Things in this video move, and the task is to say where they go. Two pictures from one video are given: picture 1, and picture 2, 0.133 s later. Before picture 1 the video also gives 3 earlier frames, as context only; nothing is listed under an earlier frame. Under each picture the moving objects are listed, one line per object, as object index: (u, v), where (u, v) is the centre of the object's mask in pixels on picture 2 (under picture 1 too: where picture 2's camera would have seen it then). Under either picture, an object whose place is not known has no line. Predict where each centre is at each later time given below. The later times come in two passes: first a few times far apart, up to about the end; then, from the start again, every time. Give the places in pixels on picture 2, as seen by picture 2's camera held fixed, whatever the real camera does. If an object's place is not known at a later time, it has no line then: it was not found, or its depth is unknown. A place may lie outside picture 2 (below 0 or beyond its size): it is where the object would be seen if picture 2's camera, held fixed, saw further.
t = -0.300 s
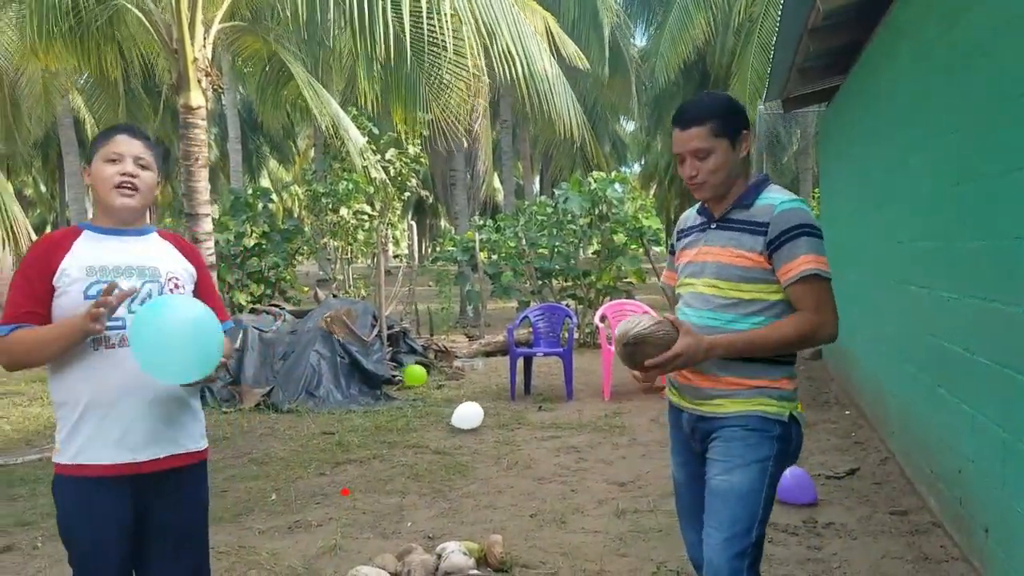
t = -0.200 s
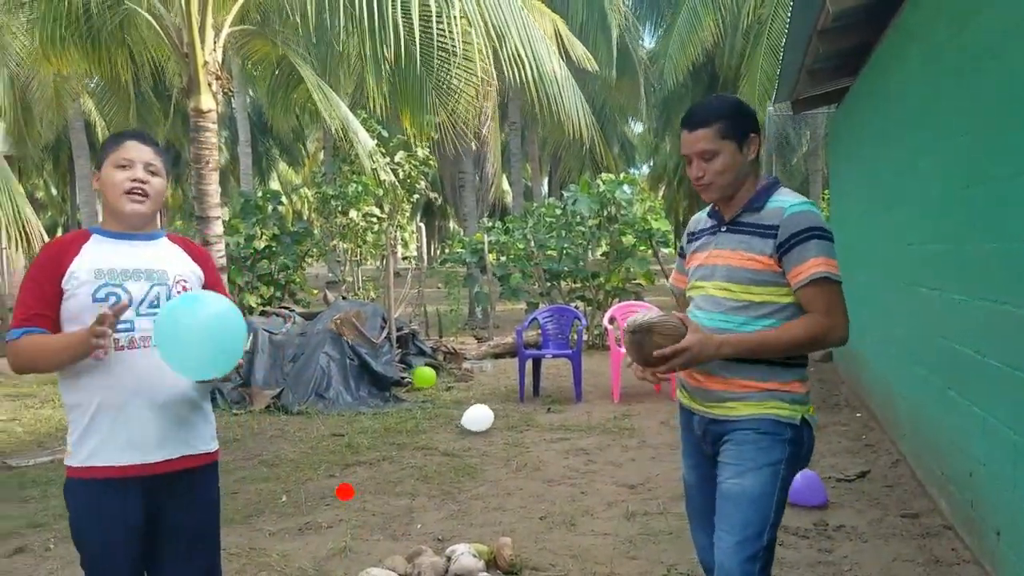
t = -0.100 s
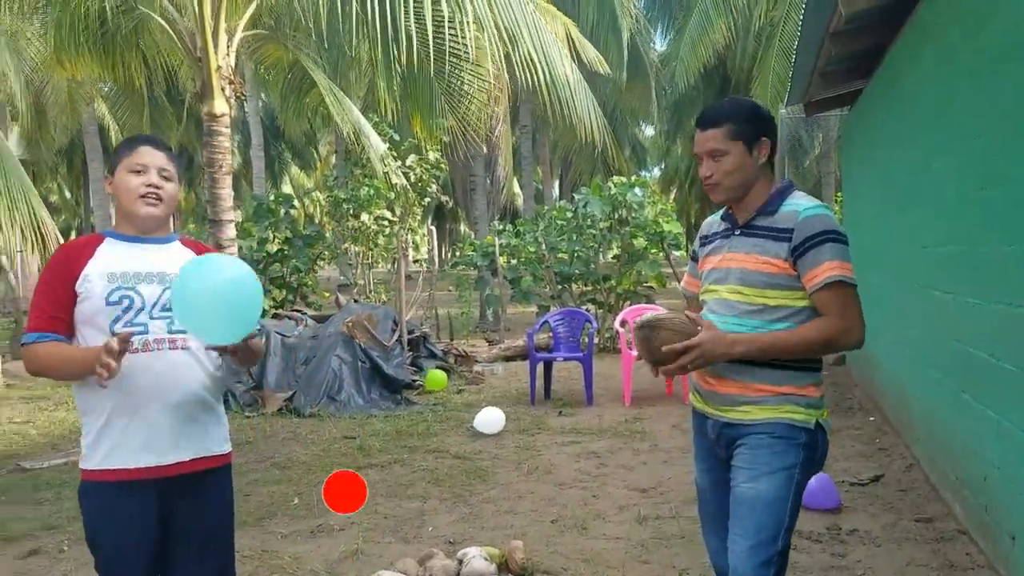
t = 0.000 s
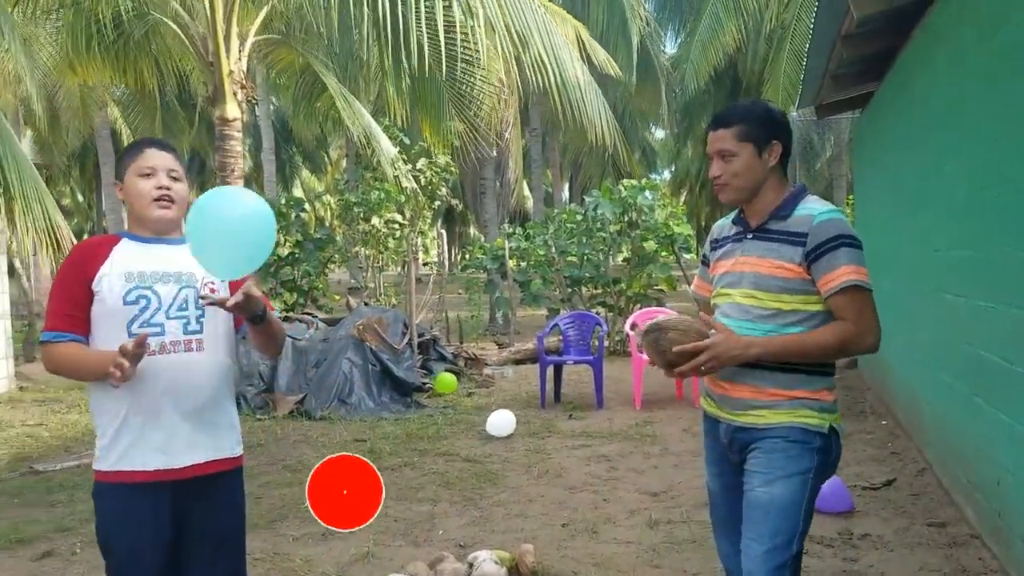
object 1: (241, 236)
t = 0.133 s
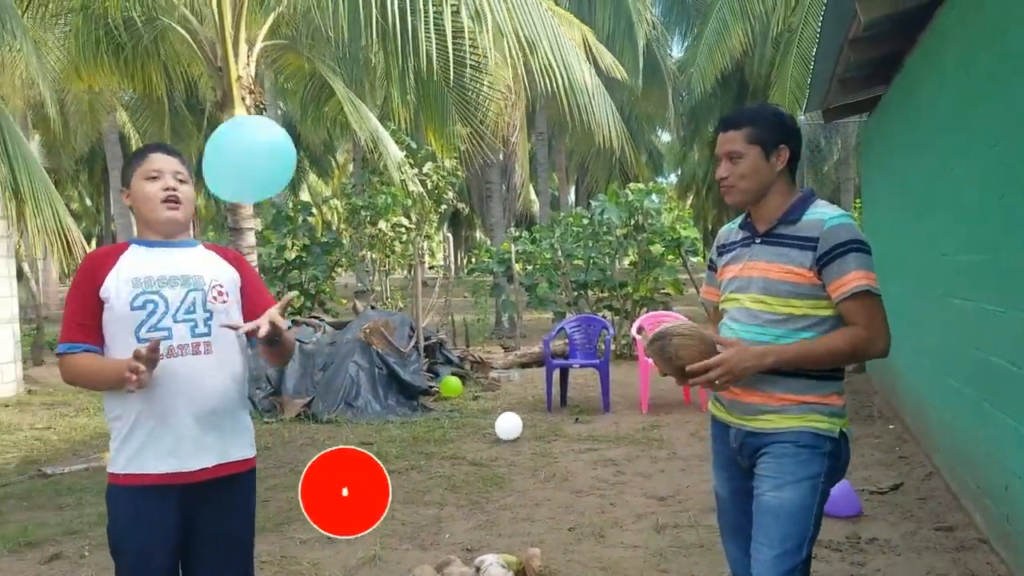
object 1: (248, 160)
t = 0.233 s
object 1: (258, 117)
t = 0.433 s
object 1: (278, 62)
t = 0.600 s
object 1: (296, 40)
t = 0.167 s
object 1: (251, 144)
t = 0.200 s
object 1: (254, 130)
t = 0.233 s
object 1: (258, 117)
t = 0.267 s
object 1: (261, 106)
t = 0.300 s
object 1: (265, 95)
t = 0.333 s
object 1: (268, 85)
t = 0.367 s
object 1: (271, 77)
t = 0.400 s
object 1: (275, 69)
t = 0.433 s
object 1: (278, 62)
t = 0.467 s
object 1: (281, 56)
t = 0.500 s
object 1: (285, 51)
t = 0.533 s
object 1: (288, 47)
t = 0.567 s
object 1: (292, 43)
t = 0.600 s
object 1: (296, 40)
